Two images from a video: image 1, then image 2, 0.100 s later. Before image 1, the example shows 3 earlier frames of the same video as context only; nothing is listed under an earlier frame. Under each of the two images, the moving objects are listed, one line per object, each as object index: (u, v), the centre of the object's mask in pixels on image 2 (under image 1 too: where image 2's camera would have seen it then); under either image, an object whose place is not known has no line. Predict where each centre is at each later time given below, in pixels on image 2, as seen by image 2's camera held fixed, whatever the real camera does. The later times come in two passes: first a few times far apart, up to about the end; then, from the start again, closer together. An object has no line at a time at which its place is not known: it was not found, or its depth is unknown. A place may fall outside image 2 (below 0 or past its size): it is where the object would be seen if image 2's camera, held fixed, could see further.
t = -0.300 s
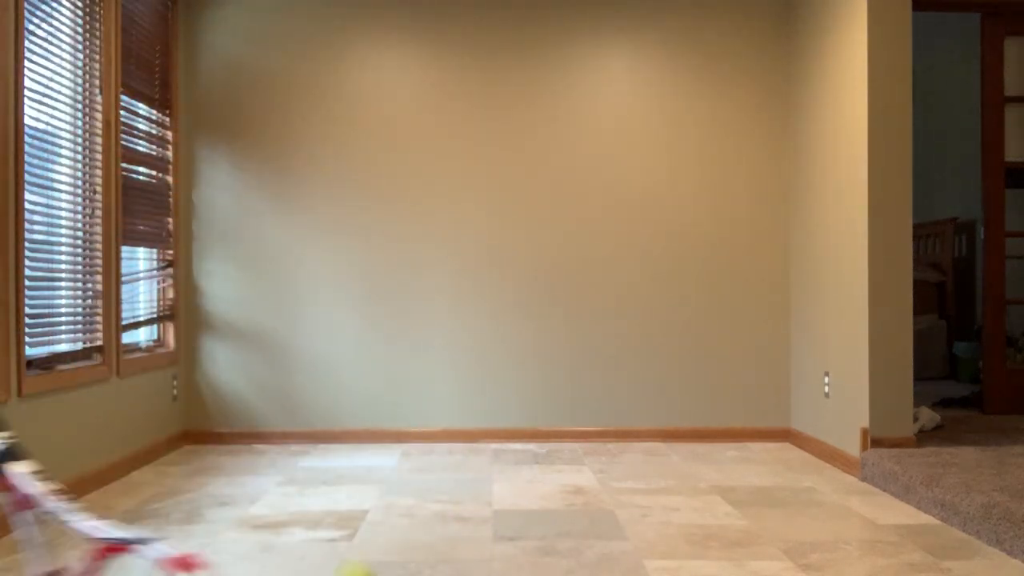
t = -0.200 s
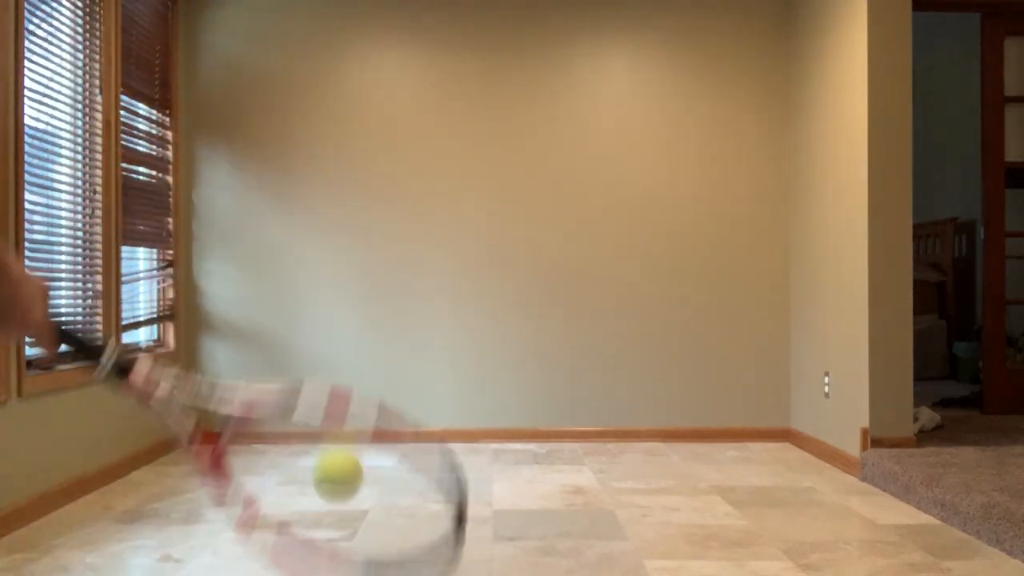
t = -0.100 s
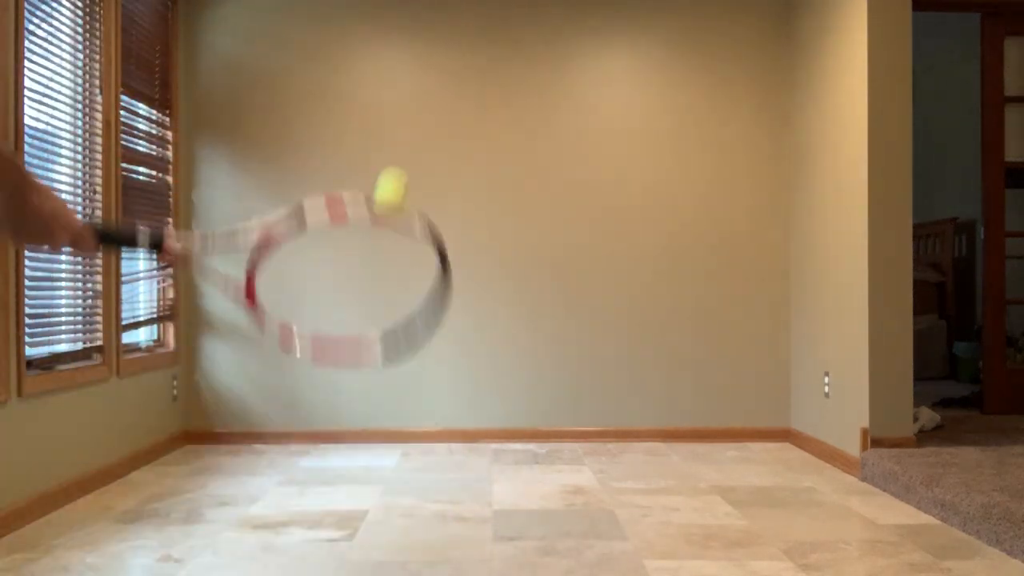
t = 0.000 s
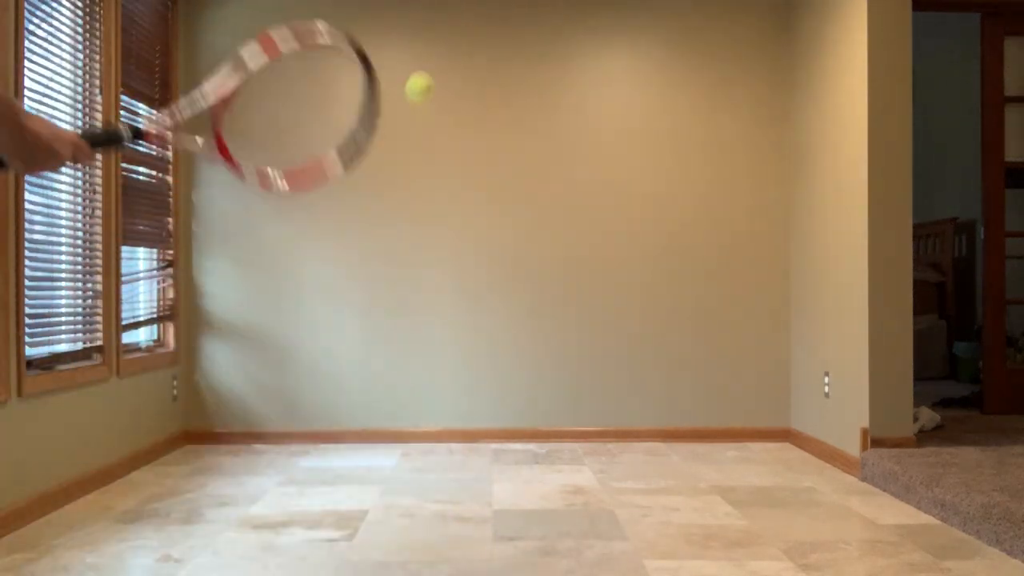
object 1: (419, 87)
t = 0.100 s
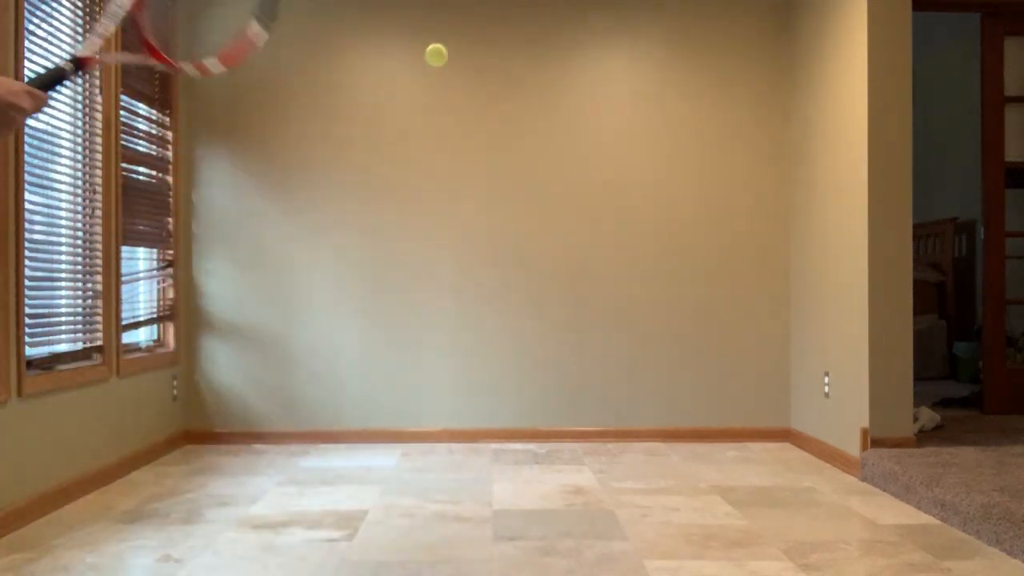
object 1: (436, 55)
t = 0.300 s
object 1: (455, 83)
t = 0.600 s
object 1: (461, 182)
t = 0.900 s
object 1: (458, 509)
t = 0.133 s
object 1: (440, 53)
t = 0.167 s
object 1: (444, 54)
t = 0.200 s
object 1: (447, 58)
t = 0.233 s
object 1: (450, 65)
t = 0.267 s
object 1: (453, 73)
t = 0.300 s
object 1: (455, 83)
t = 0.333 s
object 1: (458, 95)
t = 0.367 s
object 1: (459, 109)
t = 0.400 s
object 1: (461, 122)
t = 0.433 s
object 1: (461, 126)
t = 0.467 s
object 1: (461, 131)
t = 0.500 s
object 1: (461, 139)
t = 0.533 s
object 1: (461, 150)
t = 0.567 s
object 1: (461, 164)
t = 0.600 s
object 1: (461, 182)
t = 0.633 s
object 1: (460, 203)
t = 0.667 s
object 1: (460, 229)
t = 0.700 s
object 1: (459, 259)
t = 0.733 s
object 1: (458, 295)
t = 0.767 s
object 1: (458, 336)
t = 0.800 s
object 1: (458, 383)
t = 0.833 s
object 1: (457, 435)
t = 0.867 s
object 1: (457, 499)
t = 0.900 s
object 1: (458, 509)
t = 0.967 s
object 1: (457, 429)
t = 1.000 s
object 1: (459, 394)
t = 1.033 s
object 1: (459, 361)
